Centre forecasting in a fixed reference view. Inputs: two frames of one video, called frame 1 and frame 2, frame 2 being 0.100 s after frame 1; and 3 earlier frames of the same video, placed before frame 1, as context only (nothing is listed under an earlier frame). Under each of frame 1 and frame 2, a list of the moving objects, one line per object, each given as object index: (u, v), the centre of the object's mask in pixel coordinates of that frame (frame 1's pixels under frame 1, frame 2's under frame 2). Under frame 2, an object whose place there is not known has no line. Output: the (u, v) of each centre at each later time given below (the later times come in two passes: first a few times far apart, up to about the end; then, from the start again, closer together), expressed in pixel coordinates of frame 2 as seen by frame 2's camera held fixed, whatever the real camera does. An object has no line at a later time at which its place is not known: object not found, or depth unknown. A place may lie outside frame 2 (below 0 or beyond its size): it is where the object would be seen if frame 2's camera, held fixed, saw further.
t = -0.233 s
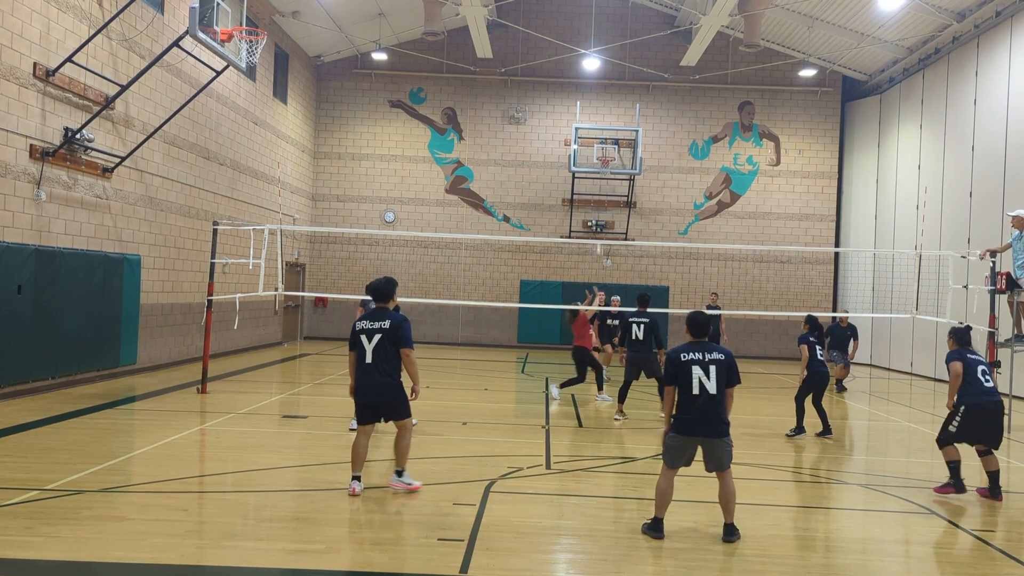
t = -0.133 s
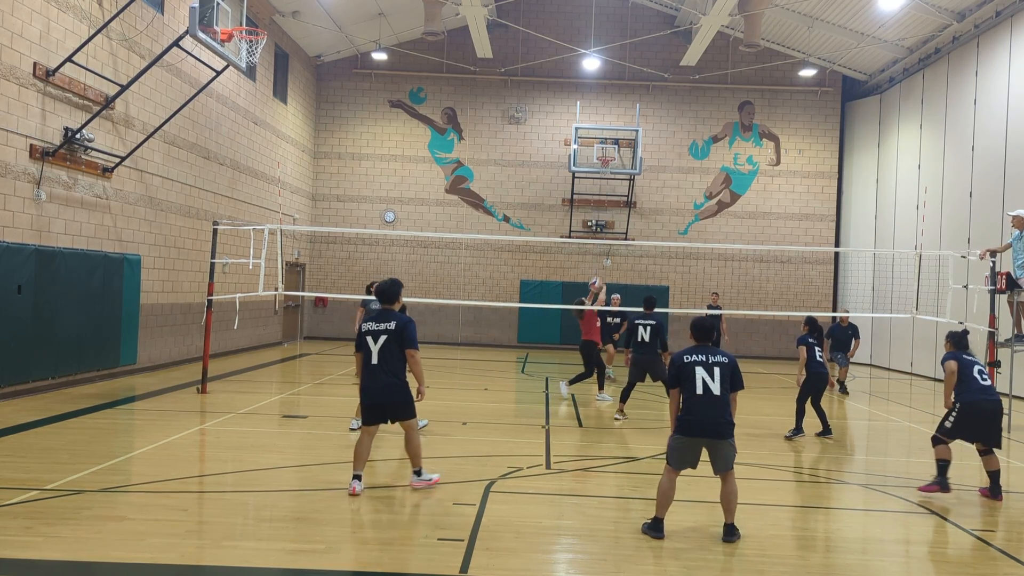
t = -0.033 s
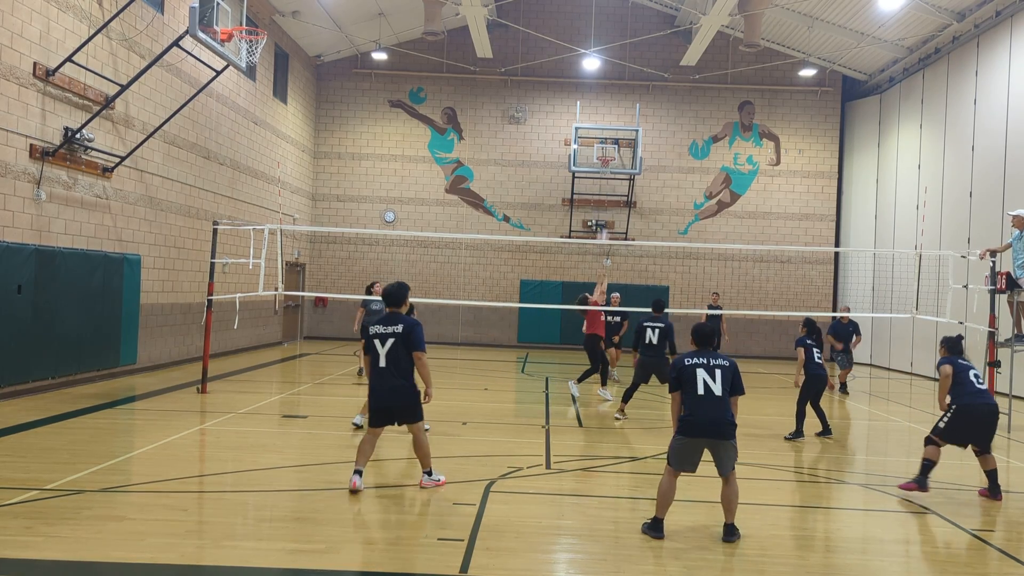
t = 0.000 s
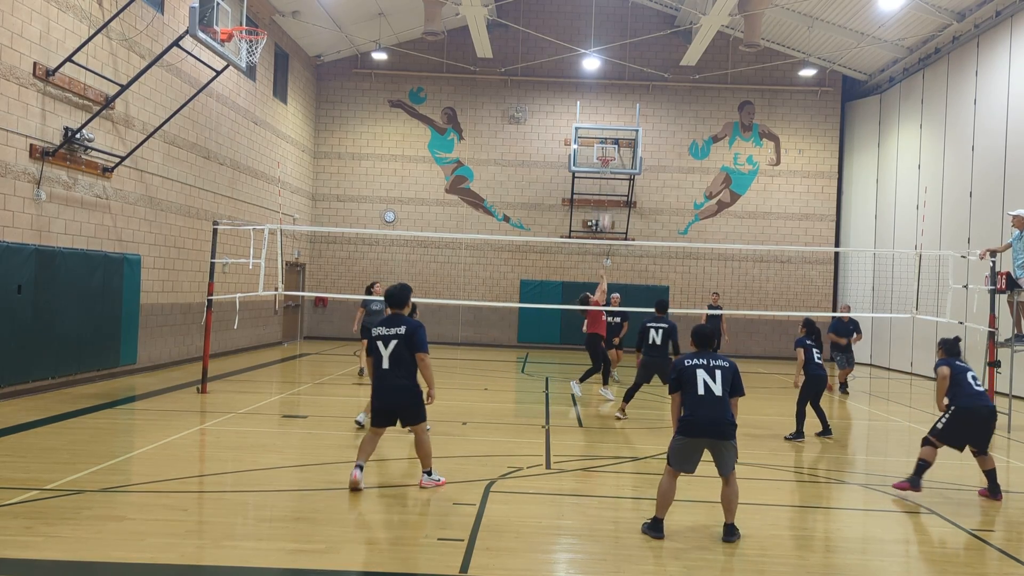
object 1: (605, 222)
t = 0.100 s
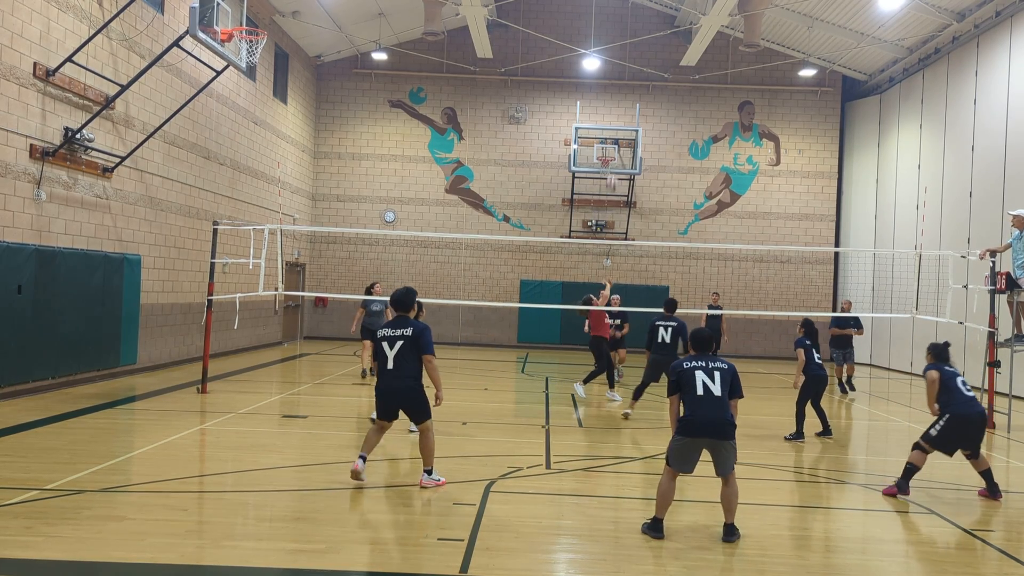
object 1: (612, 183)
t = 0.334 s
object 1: (625, 115)
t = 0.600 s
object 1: (638, 82)
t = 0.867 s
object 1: (648, 91)
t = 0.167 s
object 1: (617, 161)
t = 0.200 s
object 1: (618, 148)
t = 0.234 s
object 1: (619, 140)
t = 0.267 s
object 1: (621, 131)
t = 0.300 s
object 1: (624, 122)
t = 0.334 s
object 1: (625, 115)
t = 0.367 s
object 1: (627, 109)
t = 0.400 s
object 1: (629, 102)
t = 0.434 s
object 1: (630, 97)
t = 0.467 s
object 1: (632, 93)
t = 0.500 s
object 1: (633, 89)
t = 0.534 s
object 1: (635, 86)
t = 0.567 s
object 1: (637, 84)
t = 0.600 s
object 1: (638, 82)
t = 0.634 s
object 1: (639, 81)
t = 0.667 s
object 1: (641, 81)
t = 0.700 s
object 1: (642, 81)
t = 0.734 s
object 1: (643, 82)
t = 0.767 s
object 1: (644, 83)
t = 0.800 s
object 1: (646, 85)
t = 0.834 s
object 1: (647, 88)
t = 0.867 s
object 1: (648, 91)
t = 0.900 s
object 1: (649, 95)
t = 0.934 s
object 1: (650, 100)
